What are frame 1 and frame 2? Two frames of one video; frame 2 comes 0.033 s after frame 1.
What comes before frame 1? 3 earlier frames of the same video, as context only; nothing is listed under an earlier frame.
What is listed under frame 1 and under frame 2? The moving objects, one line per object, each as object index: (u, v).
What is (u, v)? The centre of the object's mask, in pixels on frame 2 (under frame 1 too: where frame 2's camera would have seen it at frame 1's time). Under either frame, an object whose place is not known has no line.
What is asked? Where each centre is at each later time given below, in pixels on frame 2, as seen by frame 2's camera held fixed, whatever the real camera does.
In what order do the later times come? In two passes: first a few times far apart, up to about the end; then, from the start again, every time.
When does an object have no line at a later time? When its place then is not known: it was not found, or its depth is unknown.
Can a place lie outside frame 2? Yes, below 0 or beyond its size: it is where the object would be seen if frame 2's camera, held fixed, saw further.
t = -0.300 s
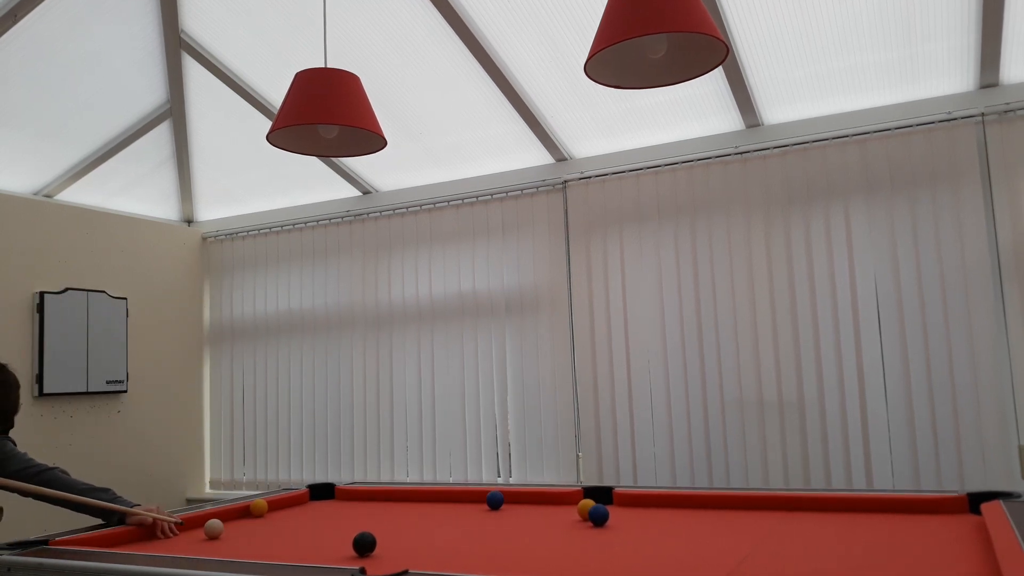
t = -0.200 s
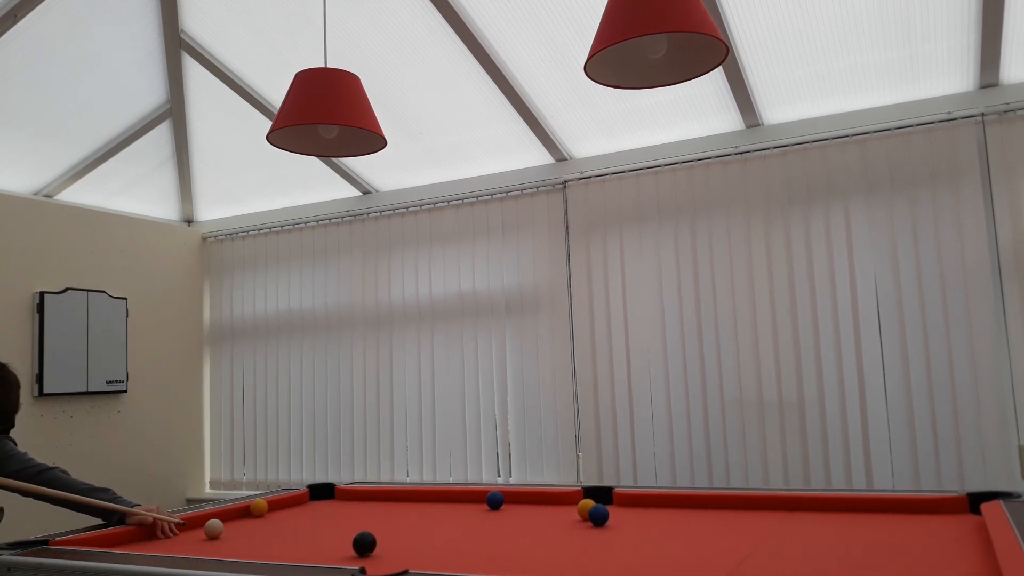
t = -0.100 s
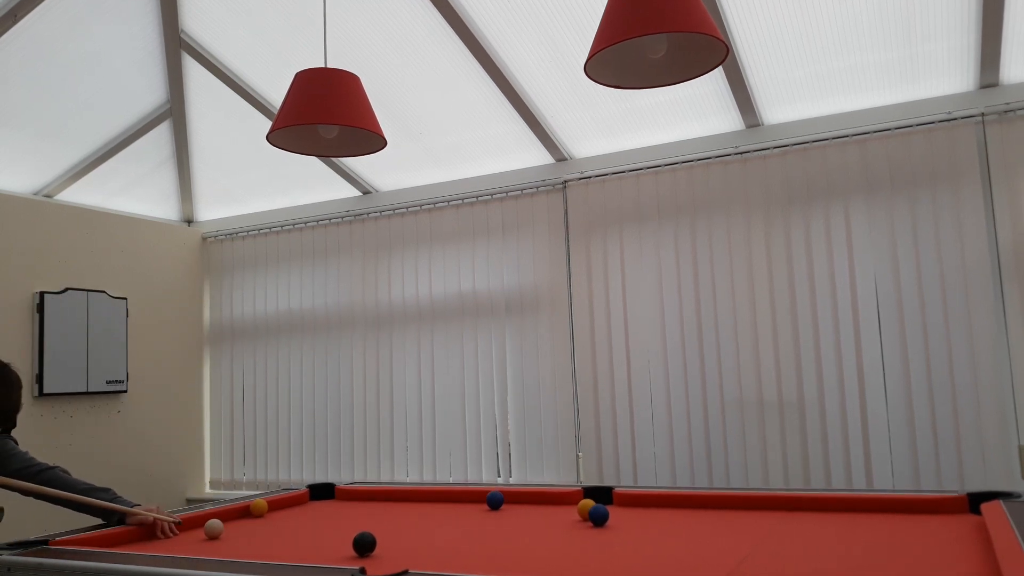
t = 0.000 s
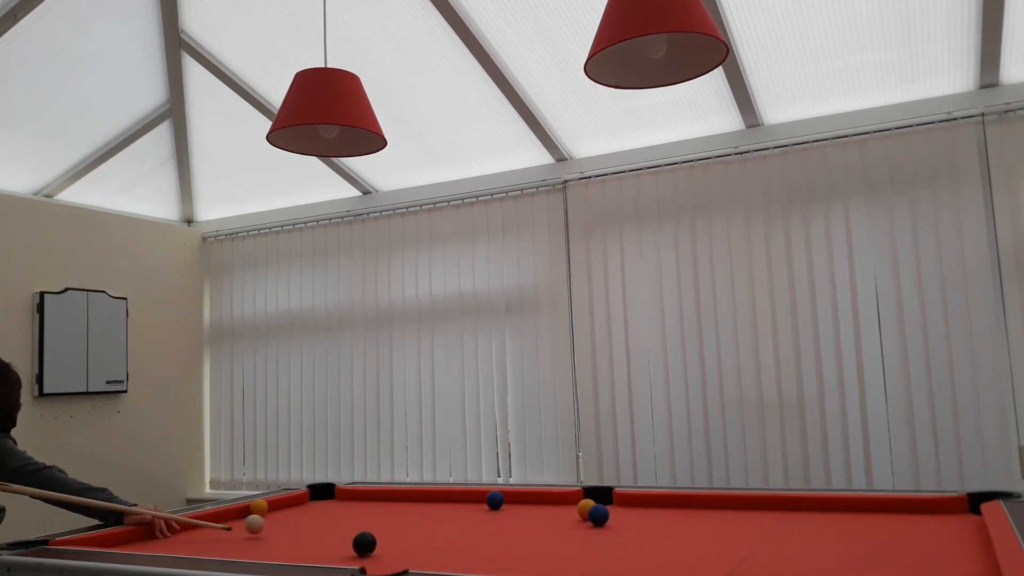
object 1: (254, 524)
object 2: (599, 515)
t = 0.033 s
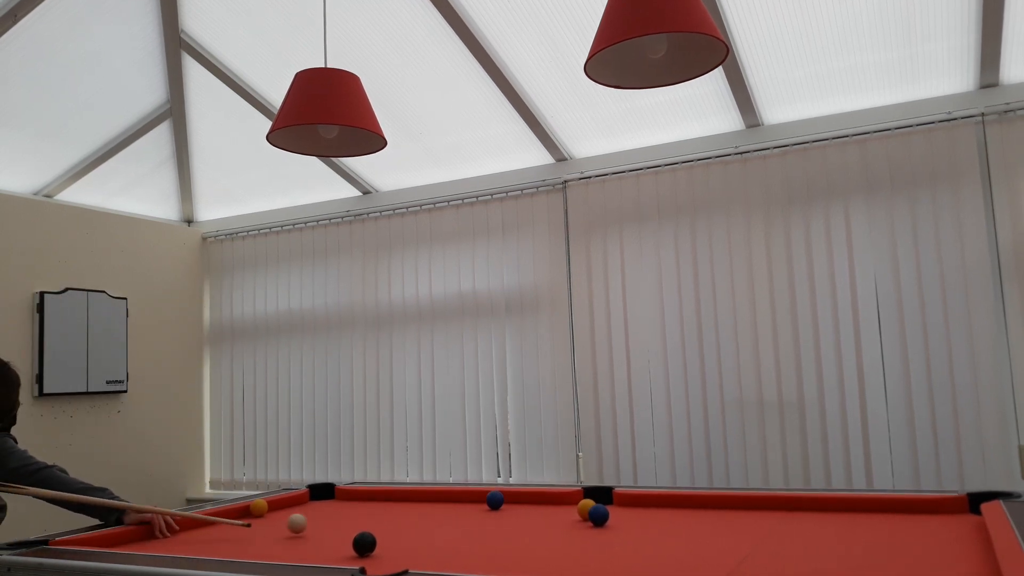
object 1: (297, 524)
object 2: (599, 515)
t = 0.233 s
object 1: (535, 517)
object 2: (599, 515)
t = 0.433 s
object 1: (589, 520)
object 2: (723, 508)
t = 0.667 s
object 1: (633, 525)
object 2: (848, 505)
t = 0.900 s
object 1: (679, 530)
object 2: (954, 513)
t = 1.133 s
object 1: (726, 535)
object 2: (896, 519)
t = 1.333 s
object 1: (768, 539)
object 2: (829, 524)
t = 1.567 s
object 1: (819, 544)
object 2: (750, 529)
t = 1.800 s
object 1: (871, 549)
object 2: (673, 534)
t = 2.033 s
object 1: (923, 554)
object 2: (597, 538)
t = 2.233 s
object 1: (968, 558)
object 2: (533, 542)
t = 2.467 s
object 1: (954, 559)
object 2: (459, 547)
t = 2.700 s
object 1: (922, 559)
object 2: (386, 552)
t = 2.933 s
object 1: (894, 559)
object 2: (315, 553)
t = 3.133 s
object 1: (872, 560)
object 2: (256, 553)
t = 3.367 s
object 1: (850, 559)
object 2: (231, 550)
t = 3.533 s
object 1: (836, 559)
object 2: (217, 547)
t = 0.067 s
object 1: (339, 523)
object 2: (599, 515)
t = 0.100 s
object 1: (380, 522)
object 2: (599, 515)
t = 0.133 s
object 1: (420, 521)
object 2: (599, 515)
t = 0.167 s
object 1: (459, 520)
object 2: (599, 515)
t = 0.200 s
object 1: (497, 519)
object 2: (599, 515)
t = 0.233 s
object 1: (535, 517)
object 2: (599, 515)
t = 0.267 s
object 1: (571, 516)
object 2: (599, 515)
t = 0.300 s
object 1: (577, 517)
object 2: (622, 514)
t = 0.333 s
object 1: (578, 518)
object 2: (649, 512)
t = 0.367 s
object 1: (580, 519)
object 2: (675, 510)
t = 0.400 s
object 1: (584, 520)
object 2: (700, 509)
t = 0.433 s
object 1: (589, 520)
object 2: (723, 508)
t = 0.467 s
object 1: (595, 521)
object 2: (745, 506)
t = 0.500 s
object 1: (602, 522)
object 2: (766, 505)
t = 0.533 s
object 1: (608, 523)
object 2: (785, 504)
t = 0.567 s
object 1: (614, 523)
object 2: (804, 503)
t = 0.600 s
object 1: (620, 524)
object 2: (822, 503)
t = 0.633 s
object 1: (627, 524)
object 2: (835, 504)
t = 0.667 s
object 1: (633, 525)
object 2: (848, 505)
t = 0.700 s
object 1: (640, 526)
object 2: (863, 506)
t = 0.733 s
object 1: (646, 526)
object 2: (877, 507)
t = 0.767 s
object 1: (653, 527)
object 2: (892, 509)
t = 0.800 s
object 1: (659, 527)
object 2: (907, 510)
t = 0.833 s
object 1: (666, 529)
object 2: (922, 511)
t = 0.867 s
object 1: (672, 529)
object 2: (938, 512)
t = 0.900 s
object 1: (679, 530)
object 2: (954, 513)
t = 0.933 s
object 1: (686, 530)
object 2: (969, 515)
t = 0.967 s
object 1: (692, 531)
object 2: (955, 515)
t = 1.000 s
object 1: (699, 532)
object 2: (942, 516)
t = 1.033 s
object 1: (706, 532)
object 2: (931, 517)
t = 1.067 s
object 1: (712, 533)
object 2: (919, 517)
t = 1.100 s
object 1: (720, 534)
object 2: (908, 518)
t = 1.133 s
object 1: (726, 535)
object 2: (896, 519)
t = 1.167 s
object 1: (733, 535)
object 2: (885, 520)
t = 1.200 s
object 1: (740, 536)
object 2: (874, 521)
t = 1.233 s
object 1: (747, 536)
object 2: (862, 521)
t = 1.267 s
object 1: (754, 538)
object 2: (851, 522)
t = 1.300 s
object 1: (761, 538)
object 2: (840, 523)
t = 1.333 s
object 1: (768, 539)
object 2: (829, 524)
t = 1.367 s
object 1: (776, 540)
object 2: (818, 524)
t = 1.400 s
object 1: (783, 541)
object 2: (806, 525)
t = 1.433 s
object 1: (790, 541)
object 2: (796, 523)
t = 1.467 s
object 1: (797, 542)
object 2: (783, 525)
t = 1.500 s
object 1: (804, 542)
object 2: (773, 527)
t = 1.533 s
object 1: (812, 543)
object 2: (762, 528)
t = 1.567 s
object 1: (819, 544)
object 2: (750, 529)
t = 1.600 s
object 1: (826, 545)
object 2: (740, 530)
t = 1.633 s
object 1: (833, 545)
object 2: (728, 531)
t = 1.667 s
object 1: (841, 546)
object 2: (718, 531)
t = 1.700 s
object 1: (848, 547)
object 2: (706, 532)
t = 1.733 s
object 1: (856, 548)
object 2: (695, 533)
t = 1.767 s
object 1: (863, 548)
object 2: (684, 533)
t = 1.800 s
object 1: (871, 549)
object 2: (673, 534)
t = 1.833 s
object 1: (878, 549)
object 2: (662, 534)
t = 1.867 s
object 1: (885, 550)
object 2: (651, 535)
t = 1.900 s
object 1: (893, 551)
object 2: (641, 536)
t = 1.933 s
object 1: (900, 551)
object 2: (629, 537)
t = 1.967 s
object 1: (908, 552)
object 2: (619, 537)
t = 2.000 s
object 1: (915, 553)
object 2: (608, 538)
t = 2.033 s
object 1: (923, 554)
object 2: (597, 538)
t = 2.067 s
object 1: (930, 555)
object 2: (586, 539)
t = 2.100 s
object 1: (938, 555)
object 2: (576, 540)
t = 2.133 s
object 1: (946, 556)
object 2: (564, 540)
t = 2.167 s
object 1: (953, 557)
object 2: (554, 541)
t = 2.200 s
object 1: (961, 557)
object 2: (543, 542)
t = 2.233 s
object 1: (968, 558)
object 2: (533, 542)
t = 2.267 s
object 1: (976, 559)
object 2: (522, 543)
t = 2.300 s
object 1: (979, 559)
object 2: (511, 544)
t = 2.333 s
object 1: (973, 560)
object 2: (500, 544)
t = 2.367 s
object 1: (968, 559)
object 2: (490, 545)
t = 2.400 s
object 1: (964, 559)
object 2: (480, 546)
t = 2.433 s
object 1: (959, 559)
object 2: (469, 546)
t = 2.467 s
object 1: (954, 559)
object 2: (459, 547)
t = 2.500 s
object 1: (950, 559)
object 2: (448, 548)
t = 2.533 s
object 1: (945, 559)
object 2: (438, 549)
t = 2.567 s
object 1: (940, 559)
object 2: (427, 549)
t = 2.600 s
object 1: (936, 559)
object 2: (417, 550)
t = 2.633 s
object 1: (931, 559)
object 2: (407, 551)
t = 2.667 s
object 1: (927, 559)
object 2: (396, 551)
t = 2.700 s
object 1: (922, 559)
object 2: (386, 552)
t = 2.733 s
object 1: (918, 559)
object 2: (376, 552)
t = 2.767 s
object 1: (914, 560)
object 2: (366, 552)
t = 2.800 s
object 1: (910, 559)
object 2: (356, 552)
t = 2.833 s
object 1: (906, 559)
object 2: (345, 553)
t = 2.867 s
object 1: (902, 559)
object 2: (335, 553)
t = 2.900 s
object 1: (898, 560)
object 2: (325, 553)
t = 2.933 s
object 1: (894, 559)
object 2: (315, 553)
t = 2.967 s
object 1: (890, 559)
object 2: (305, 553)
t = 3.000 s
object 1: (886, 560)
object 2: (295, 553)
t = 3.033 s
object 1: (883, 559)
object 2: (286, 553)
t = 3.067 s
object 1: (879, 559)
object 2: (276, 553)
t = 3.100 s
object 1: (876, 559)
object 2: (266, 553)
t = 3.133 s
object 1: (872, 560)
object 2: (256, 553)
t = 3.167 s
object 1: (868, 559)
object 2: (249, 553)
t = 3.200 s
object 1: (866, 559)
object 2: (246, 552)
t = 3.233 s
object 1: (862, 559)
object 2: (243, 552)
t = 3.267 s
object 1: (859, 559)
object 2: (240, 551)
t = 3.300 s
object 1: (856, 560)
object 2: (237, 551)
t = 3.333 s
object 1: (853, 559)
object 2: (234, 550)
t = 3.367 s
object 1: (850, 559)
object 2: (231, 550)
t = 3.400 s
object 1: (846, 559)
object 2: (228, 549)
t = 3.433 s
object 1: (844, 559)
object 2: (226, 549)
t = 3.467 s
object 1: (841, 560)
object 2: (223, 548)
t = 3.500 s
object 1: (838, 559)
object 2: (220, 548)
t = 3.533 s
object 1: (836, 559)
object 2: (217, 547)
